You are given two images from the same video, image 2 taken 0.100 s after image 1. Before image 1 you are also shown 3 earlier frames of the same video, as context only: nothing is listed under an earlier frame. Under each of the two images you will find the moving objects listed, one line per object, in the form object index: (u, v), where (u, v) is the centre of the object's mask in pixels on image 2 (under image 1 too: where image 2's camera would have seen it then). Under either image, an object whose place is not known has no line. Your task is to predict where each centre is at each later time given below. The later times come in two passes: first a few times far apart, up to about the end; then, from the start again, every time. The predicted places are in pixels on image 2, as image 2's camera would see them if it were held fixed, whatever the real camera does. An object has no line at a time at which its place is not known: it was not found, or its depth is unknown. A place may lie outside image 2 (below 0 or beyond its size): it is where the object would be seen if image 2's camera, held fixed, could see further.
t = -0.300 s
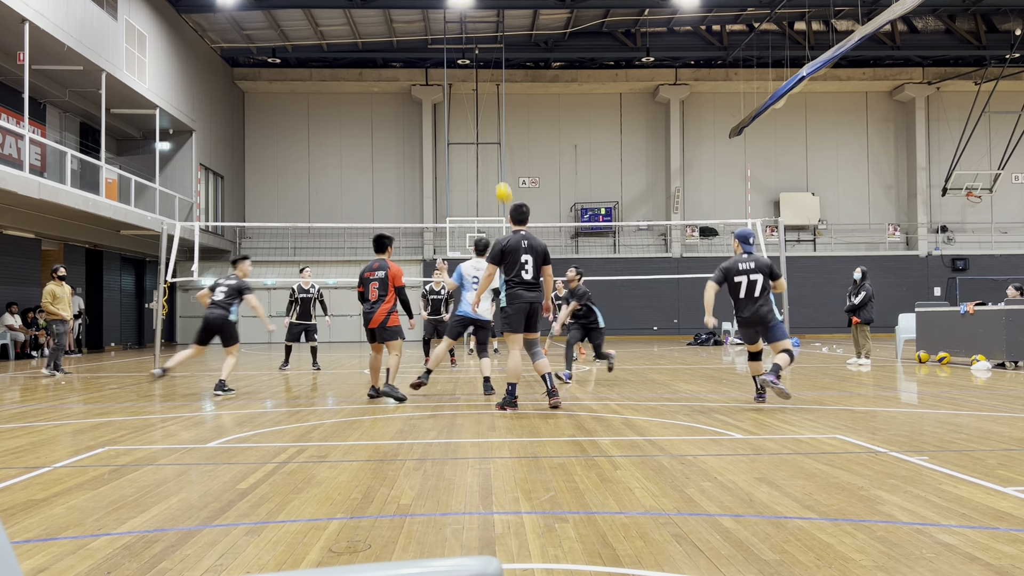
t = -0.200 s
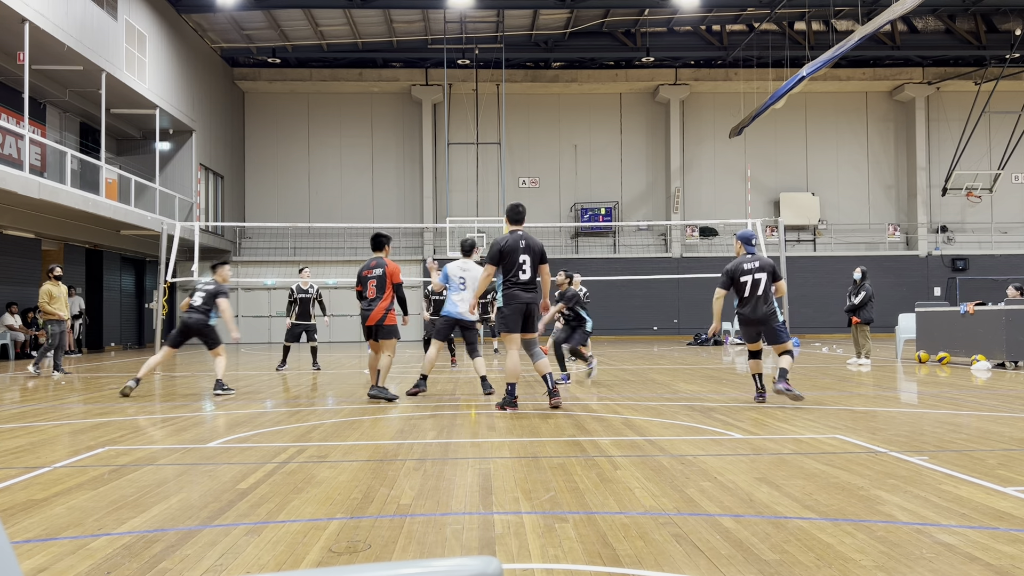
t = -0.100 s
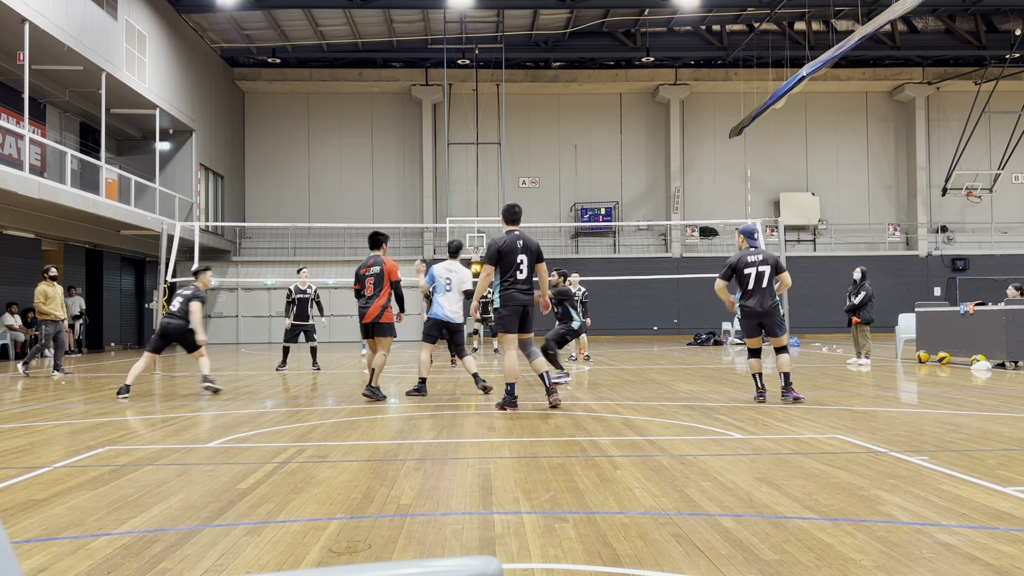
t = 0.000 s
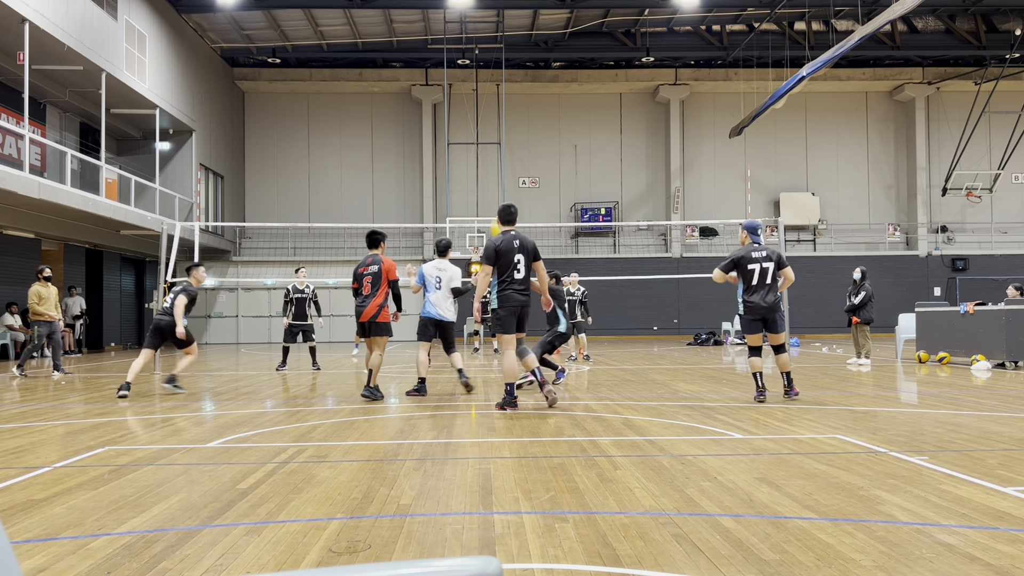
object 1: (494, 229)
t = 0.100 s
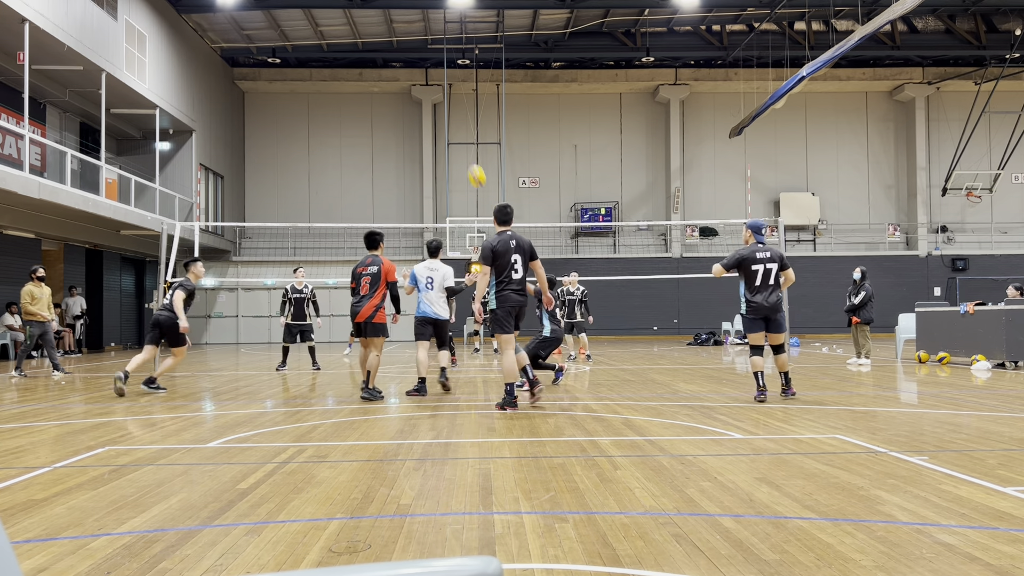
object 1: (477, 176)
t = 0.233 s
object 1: (450, 118)
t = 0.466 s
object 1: (406, 57)
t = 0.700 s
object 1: (367, 38)
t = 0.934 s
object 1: (332, 57)
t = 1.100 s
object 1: (310, 91)
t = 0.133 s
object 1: (470, 160)
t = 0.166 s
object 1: (463, 145)
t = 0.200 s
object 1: (456, 132)
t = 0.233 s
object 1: (450, 118)
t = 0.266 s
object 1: (443, 107)
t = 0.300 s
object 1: (437, 97)
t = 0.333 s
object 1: (431, 87)
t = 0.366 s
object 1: (424, 78)
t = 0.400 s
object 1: (419, 70)
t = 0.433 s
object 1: (412, 63)
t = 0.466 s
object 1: (406, 57)
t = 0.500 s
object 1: (400, 52)
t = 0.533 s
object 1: (395, 48)
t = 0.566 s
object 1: (389, 44)
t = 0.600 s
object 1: (384, 42)
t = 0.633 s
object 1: (378, 40)
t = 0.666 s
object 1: (372, 38)
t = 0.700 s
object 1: (367, 38)
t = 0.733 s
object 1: (362, 39)
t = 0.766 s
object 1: (357, 40)
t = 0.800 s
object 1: (352, 42)
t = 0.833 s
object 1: (347, 44)
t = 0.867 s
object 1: (342, 48)
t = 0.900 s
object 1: (337, 52)
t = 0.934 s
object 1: (332, 57)
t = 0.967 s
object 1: (328, 62)
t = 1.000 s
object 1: (323, 69)
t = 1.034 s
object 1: (319, 75)
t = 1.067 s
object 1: (314, 83)
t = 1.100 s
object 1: (310, 91)
